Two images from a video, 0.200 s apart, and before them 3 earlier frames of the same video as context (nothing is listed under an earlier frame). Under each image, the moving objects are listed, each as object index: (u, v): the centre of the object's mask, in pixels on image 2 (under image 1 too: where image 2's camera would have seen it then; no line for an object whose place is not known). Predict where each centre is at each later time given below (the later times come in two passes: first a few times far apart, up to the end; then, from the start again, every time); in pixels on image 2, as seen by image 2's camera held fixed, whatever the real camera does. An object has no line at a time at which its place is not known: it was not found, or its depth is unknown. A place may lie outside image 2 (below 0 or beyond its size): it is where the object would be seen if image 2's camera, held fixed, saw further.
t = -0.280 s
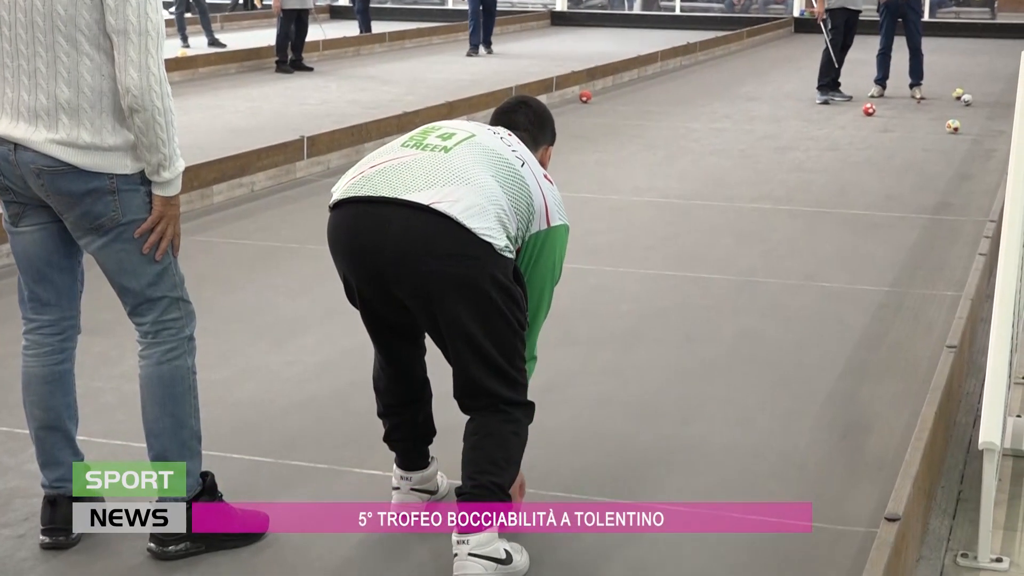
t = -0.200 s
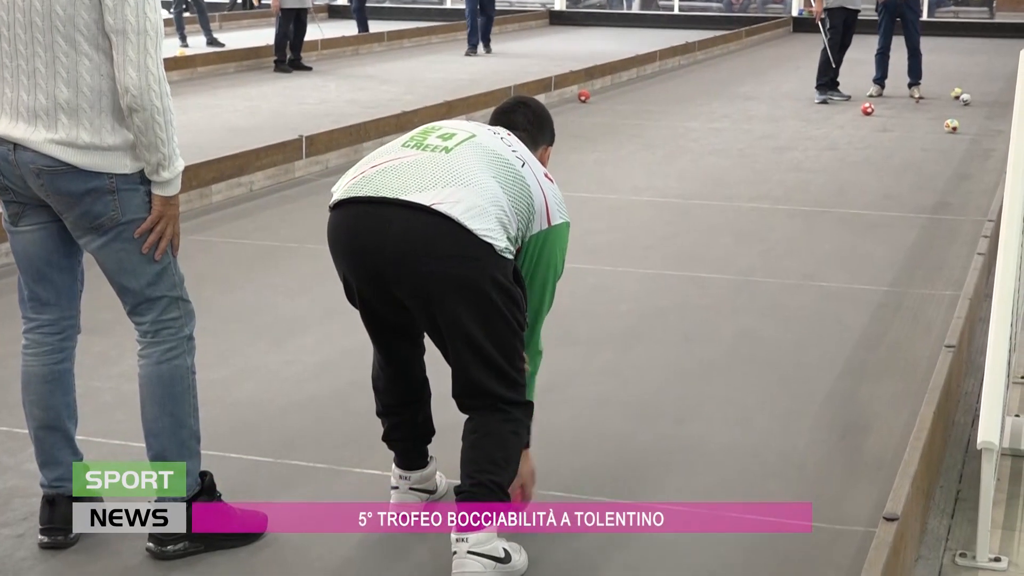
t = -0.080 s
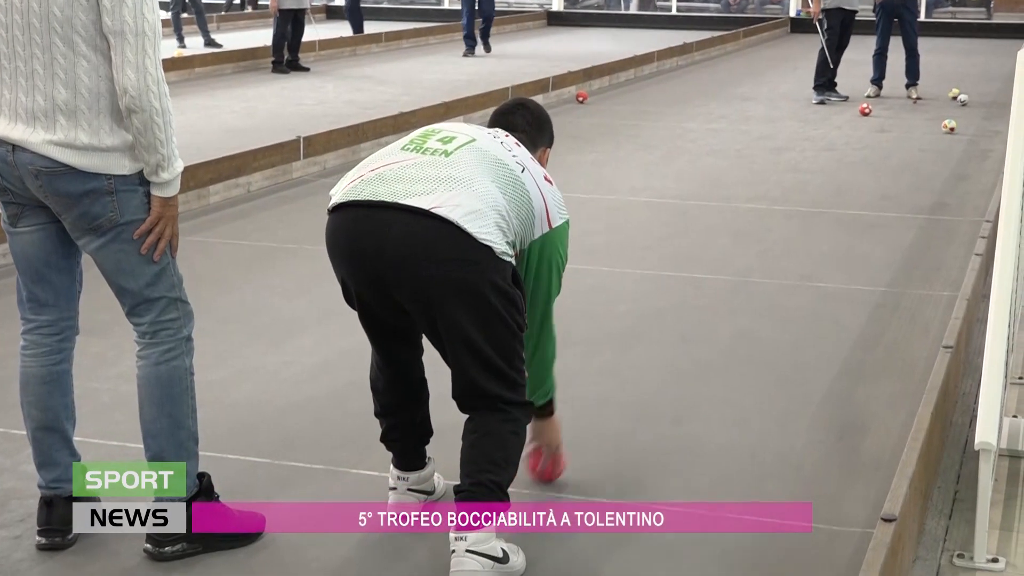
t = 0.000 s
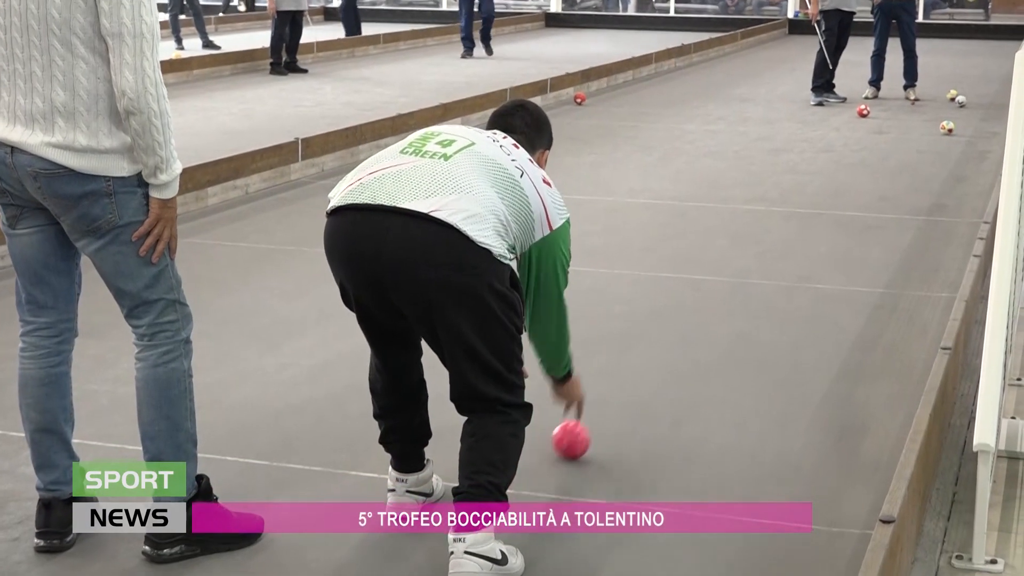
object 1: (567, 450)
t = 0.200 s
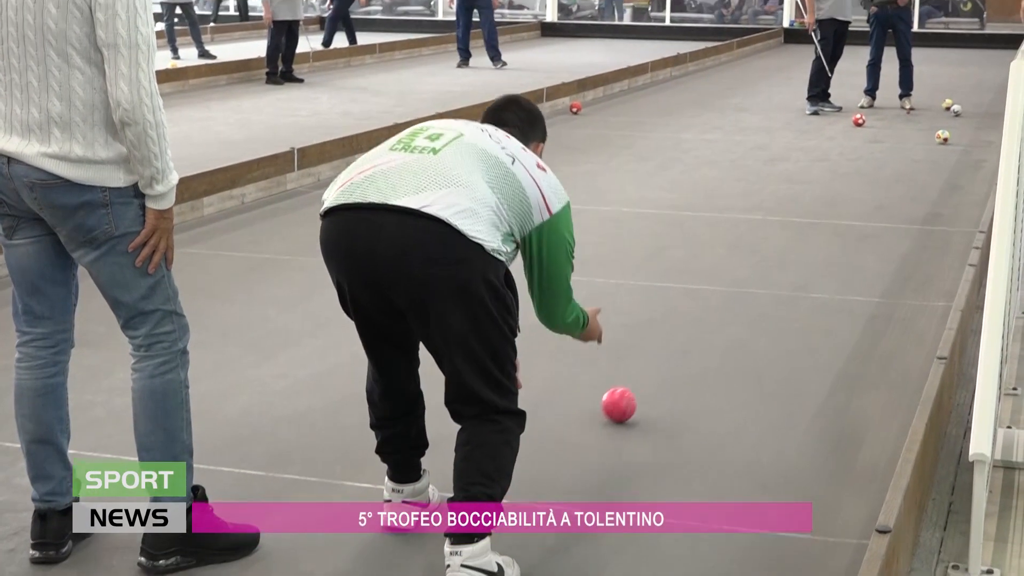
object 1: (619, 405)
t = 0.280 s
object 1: (634, 390)
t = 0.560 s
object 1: (680, 350)
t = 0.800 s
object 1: (712, 320)
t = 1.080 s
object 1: (744, 290)
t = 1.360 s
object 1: (771, 266)
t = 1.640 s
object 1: (793, 245)
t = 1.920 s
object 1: (812, 227)
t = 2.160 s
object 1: (826, 214)
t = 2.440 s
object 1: (841, 200)
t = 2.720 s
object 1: (853, 189)
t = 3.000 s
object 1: (865, 179)
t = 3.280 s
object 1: (875, 169)
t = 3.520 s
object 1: (882, 162)
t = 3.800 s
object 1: (890, 155)
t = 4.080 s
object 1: (897, 148)
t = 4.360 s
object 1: (903, 142)
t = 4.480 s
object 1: (905, 139)
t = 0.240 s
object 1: (627, 397)
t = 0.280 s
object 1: (634, 390)
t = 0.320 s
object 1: (641, 384)
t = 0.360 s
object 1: (648, 378)
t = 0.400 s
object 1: (655, 373)
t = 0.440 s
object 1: (661, 366)
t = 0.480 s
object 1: (668, 360)
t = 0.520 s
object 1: (674, 355)
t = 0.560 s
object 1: (680, 350)
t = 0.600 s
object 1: (686, 344)
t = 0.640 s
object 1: (691, 339)
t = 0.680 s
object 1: (697, 334)
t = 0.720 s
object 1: (702, 329)
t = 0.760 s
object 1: (707, 325)
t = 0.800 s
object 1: (712, 320)
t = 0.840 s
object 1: (717, 316)
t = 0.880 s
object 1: (722, 311)
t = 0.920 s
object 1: (727, 307)
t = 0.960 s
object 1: (731, 303)
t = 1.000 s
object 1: (736, 299)
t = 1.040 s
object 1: (740, 294)
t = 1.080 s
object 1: (744, 290)
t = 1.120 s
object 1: (748, 286)
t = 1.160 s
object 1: (752, 283)
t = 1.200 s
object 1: (756, 279)
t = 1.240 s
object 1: (760, 276)
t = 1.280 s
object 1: (763, 273)
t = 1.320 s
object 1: (767, 269)
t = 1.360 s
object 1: (771, 266)
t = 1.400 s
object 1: (774, 263)
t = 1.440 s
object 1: (778, 259)
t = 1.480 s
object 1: (781, 256)
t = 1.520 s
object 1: (784, 253)
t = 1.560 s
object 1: (787, 250)
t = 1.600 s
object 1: (790, 247)
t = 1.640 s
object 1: (793, 245)
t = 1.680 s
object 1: (796, 242)
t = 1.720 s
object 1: (799, 239)
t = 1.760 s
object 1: (802, 237)
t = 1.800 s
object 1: (805, 235)
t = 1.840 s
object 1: (807, 232)
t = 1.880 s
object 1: (810, 230)
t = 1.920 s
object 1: (812, 227)
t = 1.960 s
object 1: (815, 225)
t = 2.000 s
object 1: (817, 223)
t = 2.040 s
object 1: (820, 220)
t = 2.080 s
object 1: (822, 218)
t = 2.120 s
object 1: (824, 216)
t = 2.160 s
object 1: (826, 214)
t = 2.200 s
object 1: (828, 212)
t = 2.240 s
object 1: (831, 210)
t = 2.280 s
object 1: (833, 208)
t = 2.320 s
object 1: (835, 206)
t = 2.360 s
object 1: (837, 204)
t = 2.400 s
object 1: (839, 202)
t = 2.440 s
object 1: (841, 200)
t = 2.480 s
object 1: (843, 198)
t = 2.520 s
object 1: (845, 197)
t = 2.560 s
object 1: (847, 195)
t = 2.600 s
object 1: (848, 193)
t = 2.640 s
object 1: (850, 192)
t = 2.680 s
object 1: (852, 190)
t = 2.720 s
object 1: (853, 189)
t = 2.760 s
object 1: (855, 187)
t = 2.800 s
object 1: (857, 186)
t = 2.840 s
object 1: (858, 184)
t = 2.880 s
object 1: (860, 183)
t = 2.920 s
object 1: (862, 181)
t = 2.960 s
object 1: (863, 180)
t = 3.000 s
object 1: (865, 179)
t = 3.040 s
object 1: (866, 177)
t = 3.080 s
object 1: (868, 176)
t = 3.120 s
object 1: (869, 175)
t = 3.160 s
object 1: (871, 173)
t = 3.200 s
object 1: (872, 172)
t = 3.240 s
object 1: (873, 171)
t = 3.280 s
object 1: (875, 169)
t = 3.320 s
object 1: (876, 168)
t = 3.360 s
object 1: (877, 167)
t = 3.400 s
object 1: (878, 166)
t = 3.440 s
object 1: (880, 164)
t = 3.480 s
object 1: (881, 163)
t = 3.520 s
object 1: (882, 162)
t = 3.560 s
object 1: (884, 161)
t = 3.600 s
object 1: (885, 160)
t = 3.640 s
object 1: (886, 159)
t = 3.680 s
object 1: (887, 158)
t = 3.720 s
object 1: (888, 157)
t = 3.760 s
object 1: (889, 156)
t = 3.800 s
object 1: (890, 155)
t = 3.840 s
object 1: (891, 154)
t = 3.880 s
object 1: (892, 153)
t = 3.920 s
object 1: (893, 152)
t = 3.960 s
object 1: (894, 151)
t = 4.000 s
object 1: (895, 150)
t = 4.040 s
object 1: (896, 149)
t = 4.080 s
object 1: (897, 148)
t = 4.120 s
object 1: (898, 147)
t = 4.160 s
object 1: (899, 146)
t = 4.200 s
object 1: (899, 145)
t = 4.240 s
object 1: (900, 144)
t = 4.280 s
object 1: (901, 144)
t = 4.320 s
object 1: (902, 143)
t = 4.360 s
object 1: (903, 142)
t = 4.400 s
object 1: (904, 141)
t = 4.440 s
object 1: (905, 140)
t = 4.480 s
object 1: (905, 139)
